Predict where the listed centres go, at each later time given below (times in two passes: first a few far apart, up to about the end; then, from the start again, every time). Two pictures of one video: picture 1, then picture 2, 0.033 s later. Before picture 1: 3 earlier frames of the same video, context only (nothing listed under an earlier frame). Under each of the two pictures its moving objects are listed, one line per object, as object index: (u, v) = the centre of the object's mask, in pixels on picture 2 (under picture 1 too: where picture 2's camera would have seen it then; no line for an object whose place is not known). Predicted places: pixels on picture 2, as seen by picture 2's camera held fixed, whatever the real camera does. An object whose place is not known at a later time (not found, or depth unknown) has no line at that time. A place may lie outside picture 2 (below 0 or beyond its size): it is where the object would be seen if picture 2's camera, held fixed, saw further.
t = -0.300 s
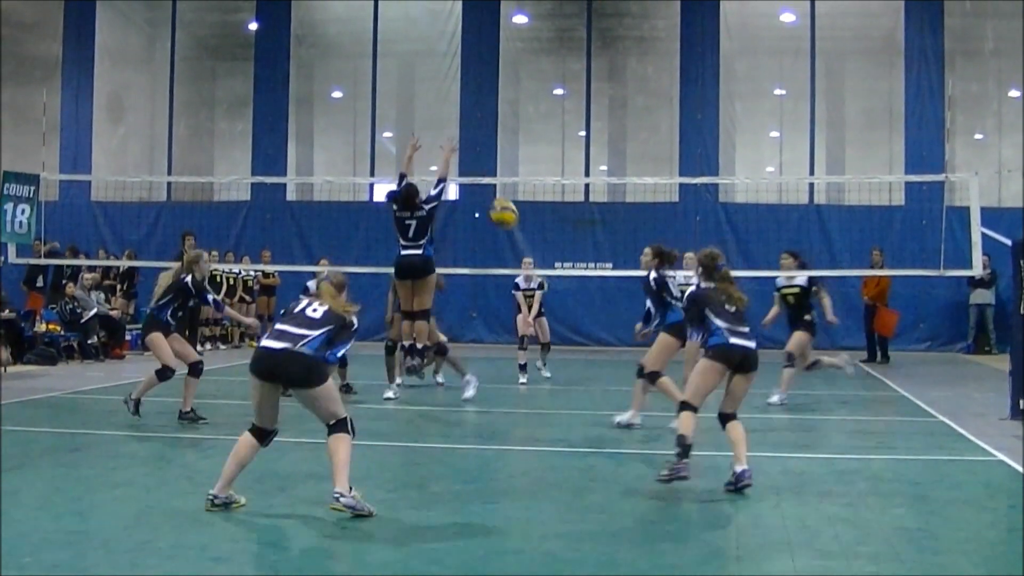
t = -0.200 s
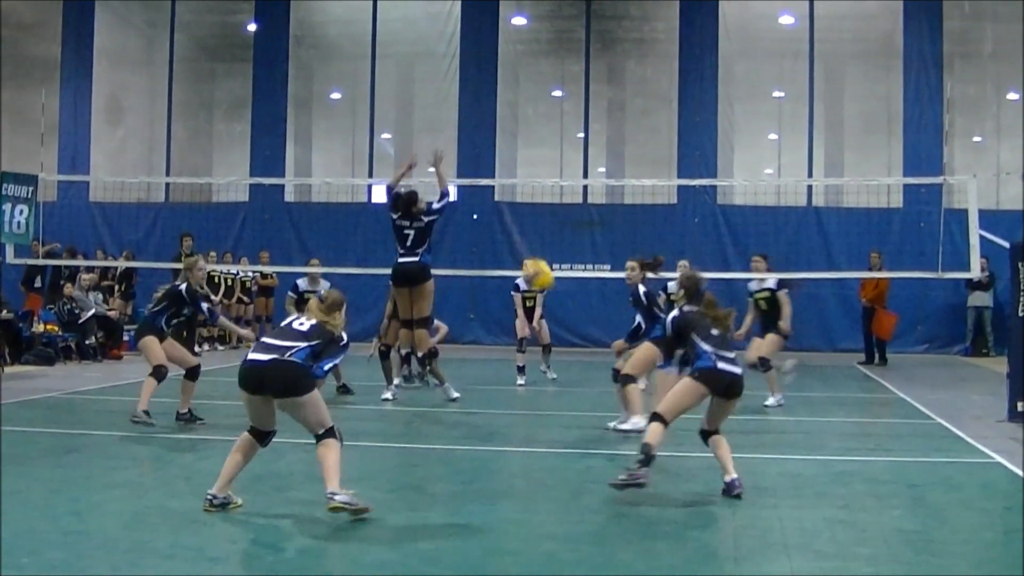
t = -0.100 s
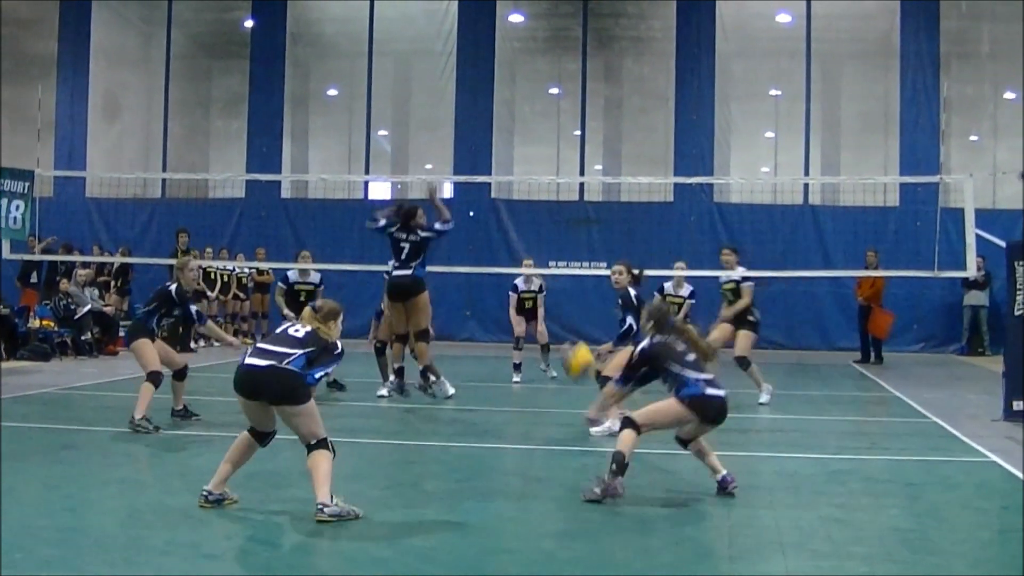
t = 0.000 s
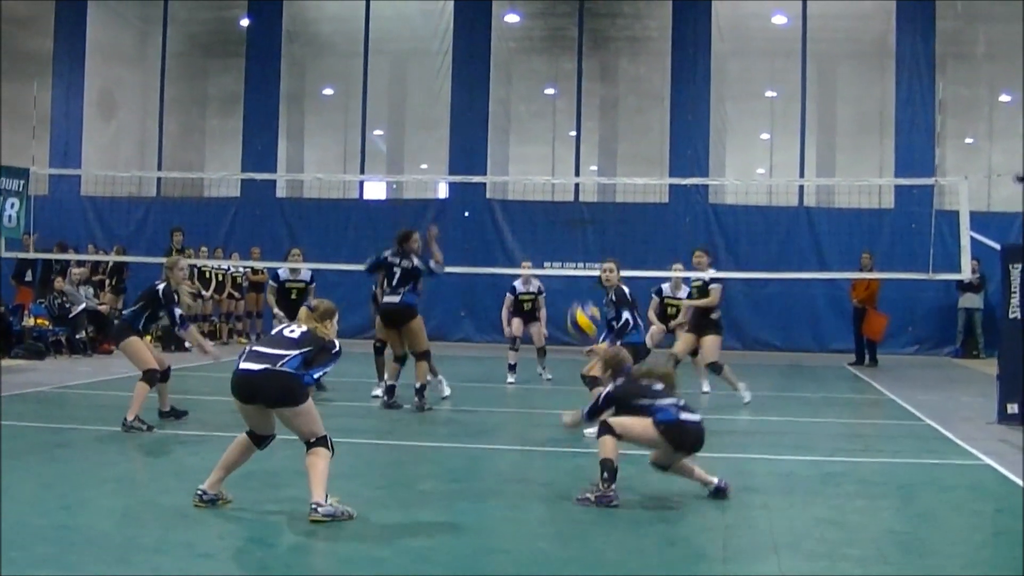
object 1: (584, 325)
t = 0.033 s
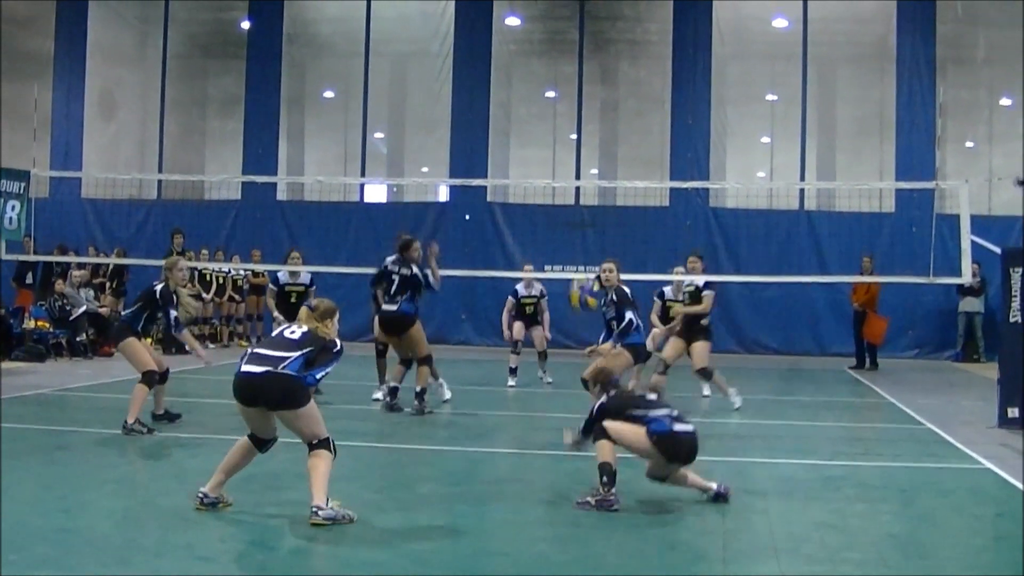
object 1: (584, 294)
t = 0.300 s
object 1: (582, 133)
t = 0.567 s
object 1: (583, 87)
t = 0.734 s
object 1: (583, 101)
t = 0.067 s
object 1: (584, 263)
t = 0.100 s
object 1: (584, 240)
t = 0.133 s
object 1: (583, 217)
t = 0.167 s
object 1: (583, 199)
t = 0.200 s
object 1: (583, 178)
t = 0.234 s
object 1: (583, 160)
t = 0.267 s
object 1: (583, 146)
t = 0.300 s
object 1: (582, 133)
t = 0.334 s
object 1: (582, 122)
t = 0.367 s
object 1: (583, 112)
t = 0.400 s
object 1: (582, 104)
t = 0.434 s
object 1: (582, 98)
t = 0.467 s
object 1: (582, 93)
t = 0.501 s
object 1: (582, 90)
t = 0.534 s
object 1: (583, 88)
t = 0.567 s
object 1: (583, 87)
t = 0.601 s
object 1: (583, 87)
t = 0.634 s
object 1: (583, 89)
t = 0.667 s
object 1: (582, 91)
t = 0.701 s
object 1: (583, 96)
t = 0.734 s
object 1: (583, 101)
